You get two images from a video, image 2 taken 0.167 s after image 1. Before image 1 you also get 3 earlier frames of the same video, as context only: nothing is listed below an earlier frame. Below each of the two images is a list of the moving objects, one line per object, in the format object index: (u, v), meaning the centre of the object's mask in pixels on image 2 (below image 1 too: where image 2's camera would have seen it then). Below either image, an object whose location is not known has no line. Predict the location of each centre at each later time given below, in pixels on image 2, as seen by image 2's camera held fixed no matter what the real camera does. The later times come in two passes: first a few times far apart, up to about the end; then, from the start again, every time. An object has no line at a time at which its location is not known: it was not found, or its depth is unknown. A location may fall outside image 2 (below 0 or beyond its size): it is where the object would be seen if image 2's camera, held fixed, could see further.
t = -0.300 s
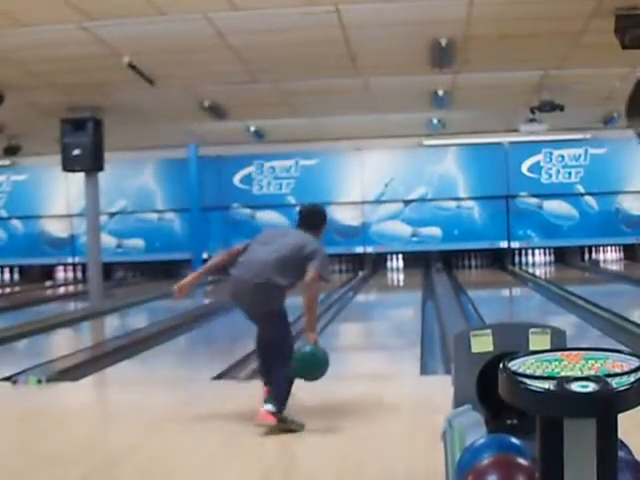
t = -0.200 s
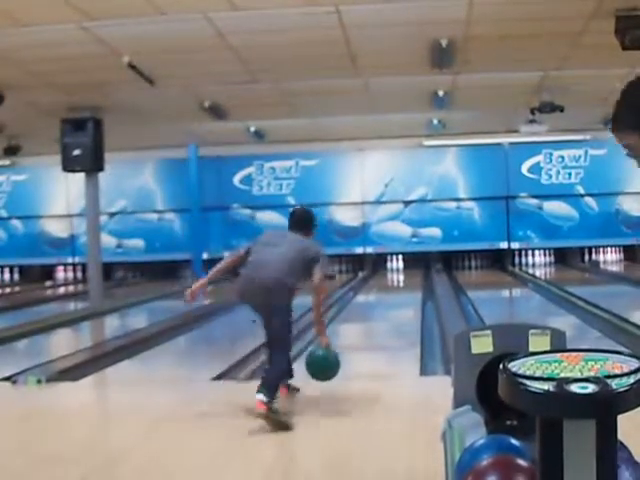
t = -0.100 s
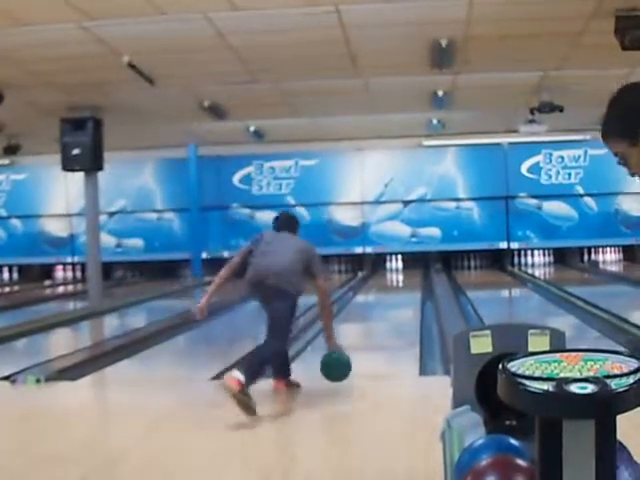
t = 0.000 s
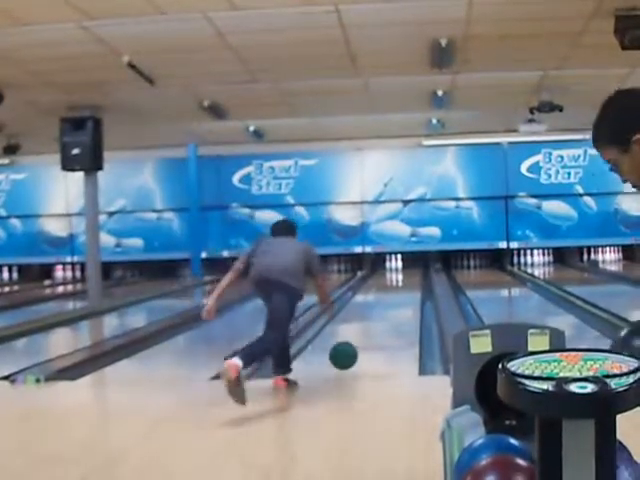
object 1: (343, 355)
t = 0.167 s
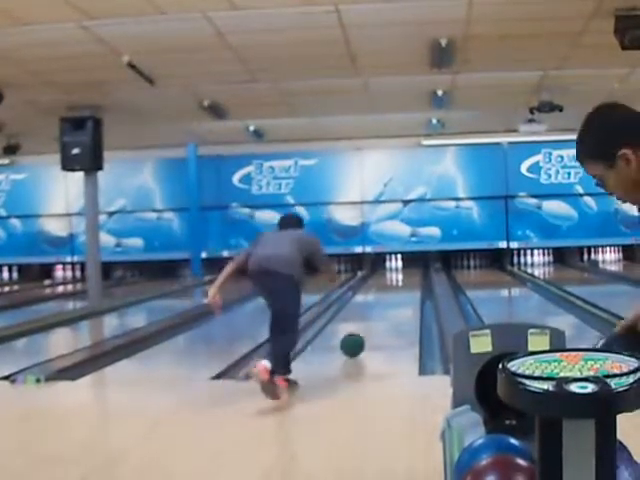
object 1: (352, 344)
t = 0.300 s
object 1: (357, 332)
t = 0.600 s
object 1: (366, 313)
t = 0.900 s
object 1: (371, 300)
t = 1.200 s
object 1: (376, 290)
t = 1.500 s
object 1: (380, 284)
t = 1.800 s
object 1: (381, 277)
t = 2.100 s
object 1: (381, 276)
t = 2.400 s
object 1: (383, 273)
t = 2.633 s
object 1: (387, 269)
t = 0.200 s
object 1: (353, 341)
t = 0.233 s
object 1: (355, 338)
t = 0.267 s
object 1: (356, 336)
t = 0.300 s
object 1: (357, 332)
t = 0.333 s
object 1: (358, 330)
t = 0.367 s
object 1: (359, 328)
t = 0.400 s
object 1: (360, 326)
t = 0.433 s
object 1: (361, 323)
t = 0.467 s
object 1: (362, 321)
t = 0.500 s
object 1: (363, 318)
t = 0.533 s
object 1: (364, 317)
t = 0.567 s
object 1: (365, 315)
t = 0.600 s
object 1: (366, 313)
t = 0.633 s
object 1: (366, 311)
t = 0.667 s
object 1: (367, 310)
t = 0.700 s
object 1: (367, 308)
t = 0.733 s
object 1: (369, 307)
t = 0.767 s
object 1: (369, 305)
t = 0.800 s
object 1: (369, 304)
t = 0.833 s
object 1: (370, 302)
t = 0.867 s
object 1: (371, 302)
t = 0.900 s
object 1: (371, 300)
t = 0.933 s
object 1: (372, 299)
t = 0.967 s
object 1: (373, 298)
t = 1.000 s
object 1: (374, 296)
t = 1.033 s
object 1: (374, 295)
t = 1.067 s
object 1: (375, 294)
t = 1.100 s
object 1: (375, 293)
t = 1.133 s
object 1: (376, 292)
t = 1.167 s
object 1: (376, 290)
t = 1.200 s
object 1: (376, 290)
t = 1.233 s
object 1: (377, 289)
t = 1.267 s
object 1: (377, 288)
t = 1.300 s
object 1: (377, 288)
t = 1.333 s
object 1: (378, 287)
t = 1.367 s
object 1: (377, 287)
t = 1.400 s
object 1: (378, 286)
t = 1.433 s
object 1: (378, 286)
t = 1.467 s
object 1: (379, 285)
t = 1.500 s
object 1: (380, 284)
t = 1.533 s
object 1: (380, 282)
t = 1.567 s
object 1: (380, 282)
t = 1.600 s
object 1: (380, 282)
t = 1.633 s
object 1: (380, 283)
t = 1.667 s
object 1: (379, 282)
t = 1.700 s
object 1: (381, 282)
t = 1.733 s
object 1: (381, 281)
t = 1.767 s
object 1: (381, 281)
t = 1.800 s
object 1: (381, 277)
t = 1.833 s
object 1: (381, 278)
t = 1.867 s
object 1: (381, 278)
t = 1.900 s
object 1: (382, 278)
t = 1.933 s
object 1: (382, 276)
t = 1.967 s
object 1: (382, 276)
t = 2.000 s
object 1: (382, 276)
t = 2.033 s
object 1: (381, 276)
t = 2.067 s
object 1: (381, 276)
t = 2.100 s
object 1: (381, 276)
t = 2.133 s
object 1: (381, 277)
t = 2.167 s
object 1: (381, 276)
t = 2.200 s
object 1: (381, 275)
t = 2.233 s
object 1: (382, 275)
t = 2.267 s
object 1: (382, 275)
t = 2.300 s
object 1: (382, 276)
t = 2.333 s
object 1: (383, 275)
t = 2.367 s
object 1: (383, 273)
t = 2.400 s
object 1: (383, 273)
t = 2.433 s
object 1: (384, 273)
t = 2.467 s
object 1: (384, 274)
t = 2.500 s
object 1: (384, 273)
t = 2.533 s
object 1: (384, 273)
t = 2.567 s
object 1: (385, 272)
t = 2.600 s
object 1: (385, 273)
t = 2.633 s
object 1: (387, 269)
